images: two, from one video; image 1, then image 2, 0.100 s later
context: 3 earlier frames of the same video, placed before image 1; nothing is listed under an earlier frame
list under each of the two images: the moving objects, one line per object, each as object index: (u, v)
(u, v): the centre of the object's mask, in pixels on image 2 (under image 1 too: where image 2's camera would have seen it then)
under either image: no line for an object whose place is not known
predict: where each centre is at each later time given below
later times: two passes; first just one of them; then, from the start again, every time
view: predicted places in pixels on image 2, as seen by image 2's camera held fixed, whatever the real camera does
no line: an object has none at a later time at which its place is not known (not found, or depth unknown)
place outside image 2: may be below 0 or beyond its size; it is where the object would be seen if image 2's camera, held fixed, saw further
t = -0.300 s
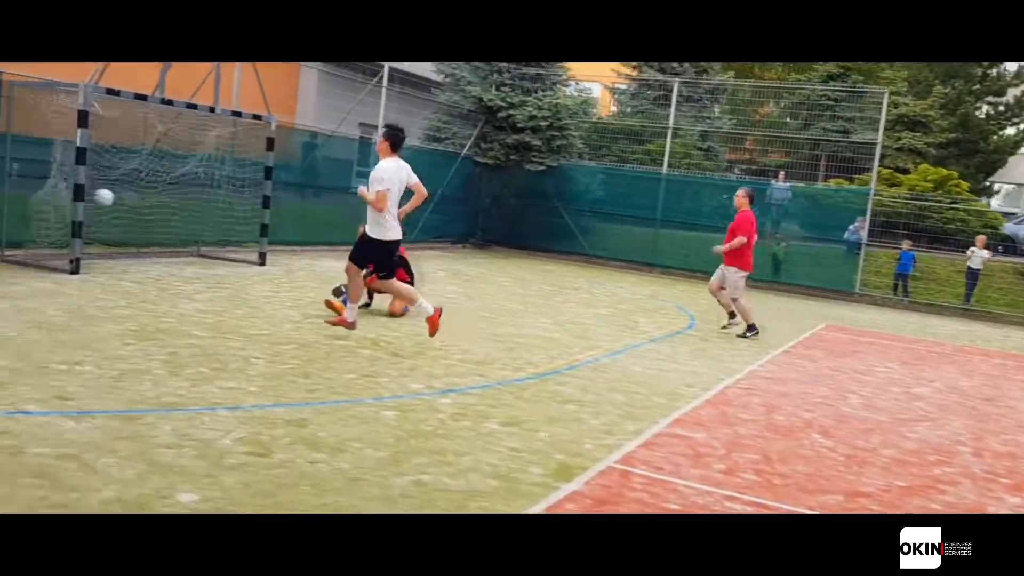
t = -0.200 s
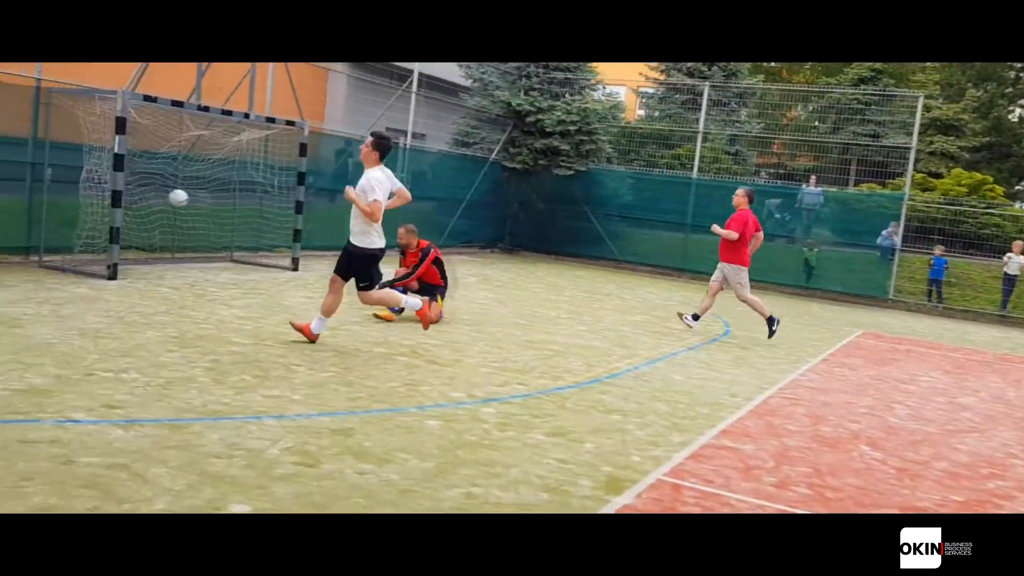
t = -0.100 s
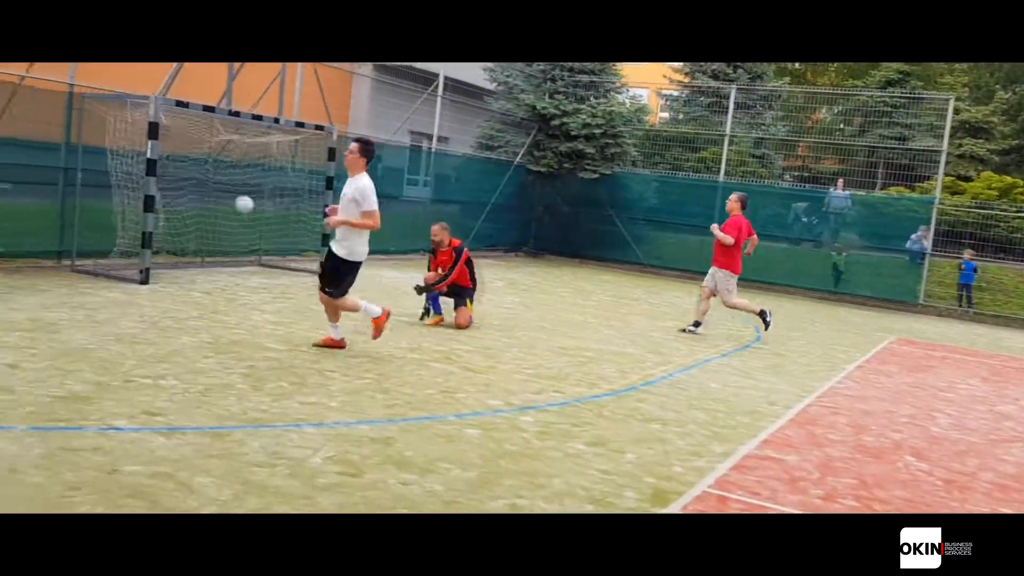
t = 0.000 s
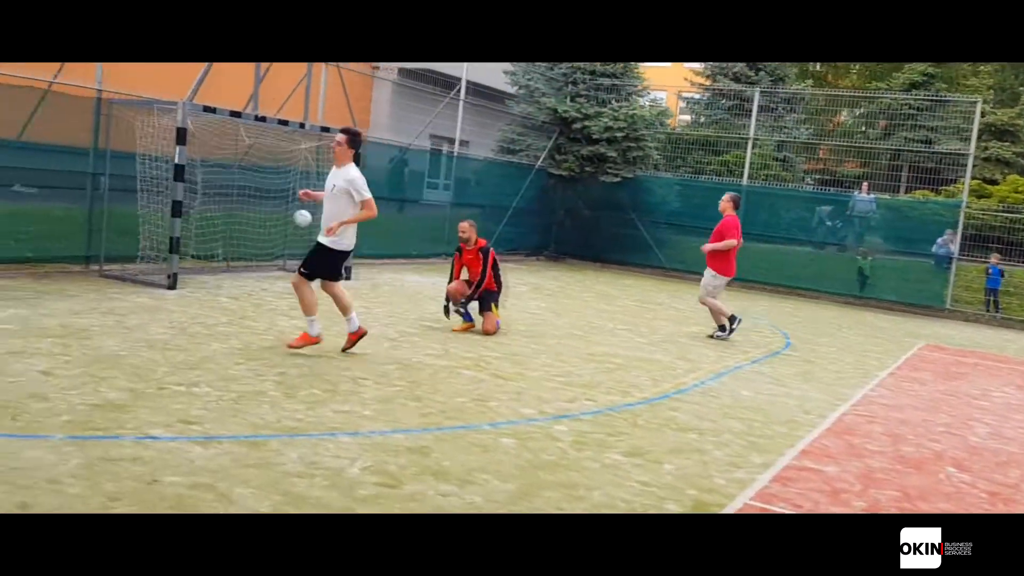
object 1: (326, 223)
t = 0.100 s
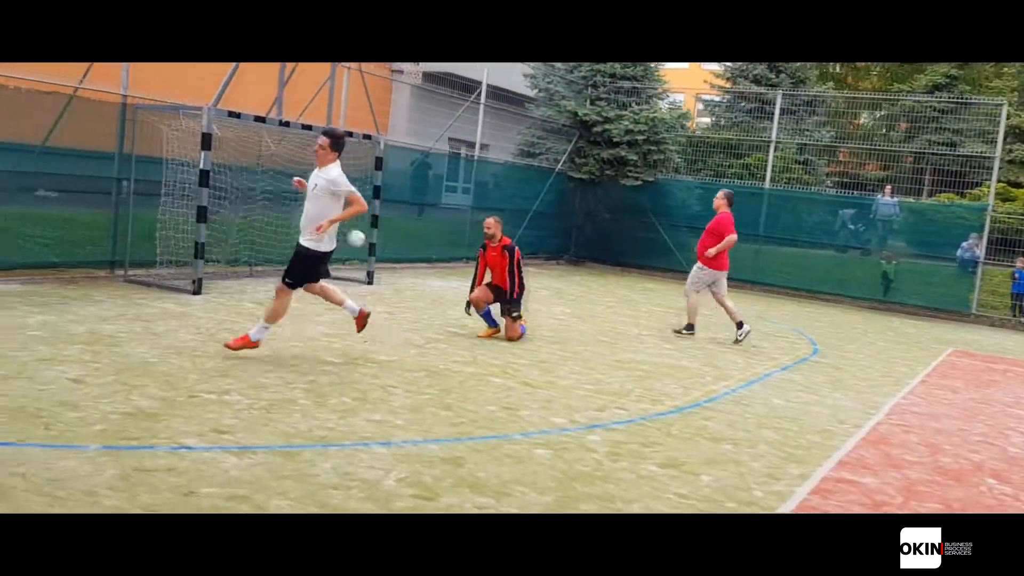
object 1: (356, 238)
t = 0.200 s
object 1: (386, 260)
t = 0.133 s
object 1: (365, 245)
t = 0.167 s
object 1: (375, 252)
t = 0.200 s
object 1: (386, 260)
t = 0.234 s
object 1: (395, 268)
